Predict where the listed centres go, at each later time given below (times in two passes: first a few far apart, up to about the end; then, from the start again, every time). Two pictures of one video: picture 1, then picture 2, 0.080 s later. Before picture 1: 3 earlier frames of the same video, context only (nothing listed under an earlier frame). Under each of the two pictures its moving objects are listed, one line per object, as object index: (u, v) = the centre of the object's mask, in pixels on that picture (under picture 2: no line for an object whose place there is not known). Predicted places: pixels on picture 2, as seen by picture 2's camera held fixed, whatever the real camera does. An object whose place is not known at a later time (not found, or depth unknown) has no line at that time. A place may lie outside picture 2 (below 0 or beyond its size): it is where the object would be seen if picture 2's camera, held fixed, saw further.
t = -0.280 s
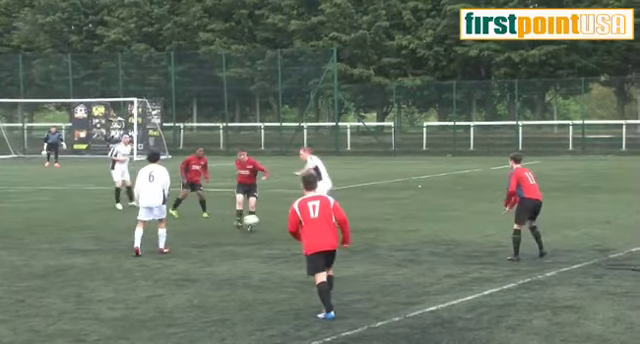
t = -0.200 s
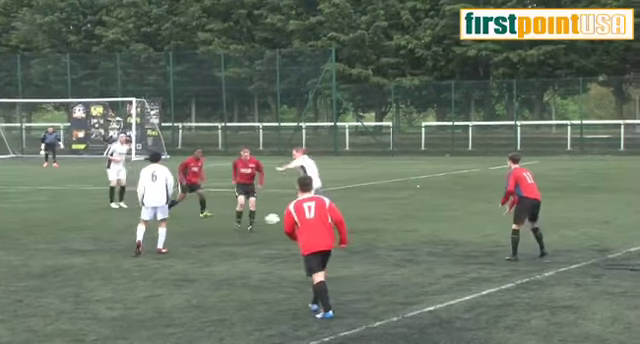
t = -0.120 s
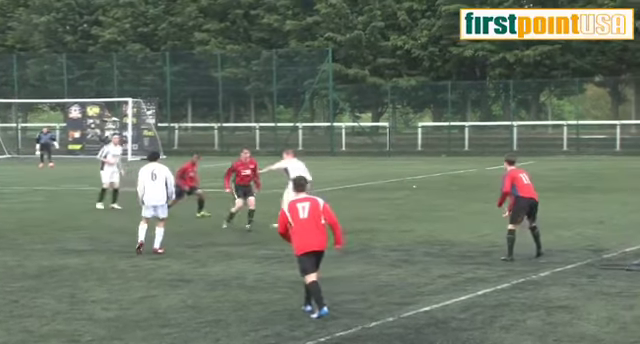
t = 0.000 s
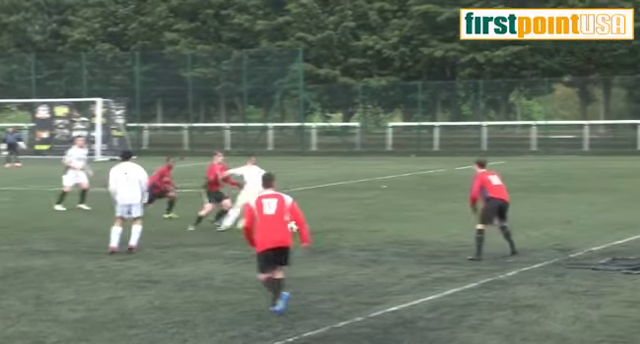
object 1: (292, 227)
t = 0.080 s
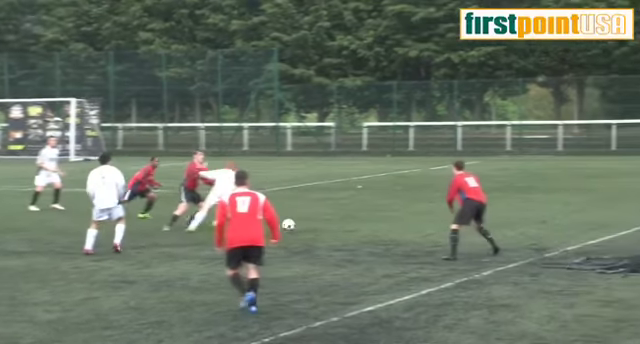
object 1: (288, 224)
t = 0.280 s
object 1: (330, 225)
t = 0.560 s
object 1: (378, 225)
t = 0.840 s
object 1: (424, 225)
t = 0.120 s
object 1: (297, 224)
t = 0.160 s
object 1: (307, 226)
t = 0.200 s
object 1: (316, 227)
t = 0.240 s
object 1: (323, 226)
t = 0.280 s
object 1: (330, 225)
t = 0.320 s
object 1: (337, 224)
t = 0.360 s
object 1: (344, 225)
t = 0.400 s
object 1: (351, 227)
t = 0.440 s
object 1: (358, 226)
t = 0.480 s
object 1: (365, 225)
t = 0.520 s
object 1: (371, 224)
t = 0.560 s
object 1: (378, 225)
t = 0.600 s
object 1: (385, 227)
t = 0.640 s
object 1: (391, 226)
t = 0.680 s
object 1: (398, 225)
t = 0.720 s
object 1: (404, 225)
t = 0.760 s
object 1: (411, 226)
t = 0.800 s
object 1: (417, 225)
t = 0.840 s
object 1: (424, 225)
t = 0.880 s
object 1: (430, 225)
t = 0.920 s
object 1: (436, 226)
